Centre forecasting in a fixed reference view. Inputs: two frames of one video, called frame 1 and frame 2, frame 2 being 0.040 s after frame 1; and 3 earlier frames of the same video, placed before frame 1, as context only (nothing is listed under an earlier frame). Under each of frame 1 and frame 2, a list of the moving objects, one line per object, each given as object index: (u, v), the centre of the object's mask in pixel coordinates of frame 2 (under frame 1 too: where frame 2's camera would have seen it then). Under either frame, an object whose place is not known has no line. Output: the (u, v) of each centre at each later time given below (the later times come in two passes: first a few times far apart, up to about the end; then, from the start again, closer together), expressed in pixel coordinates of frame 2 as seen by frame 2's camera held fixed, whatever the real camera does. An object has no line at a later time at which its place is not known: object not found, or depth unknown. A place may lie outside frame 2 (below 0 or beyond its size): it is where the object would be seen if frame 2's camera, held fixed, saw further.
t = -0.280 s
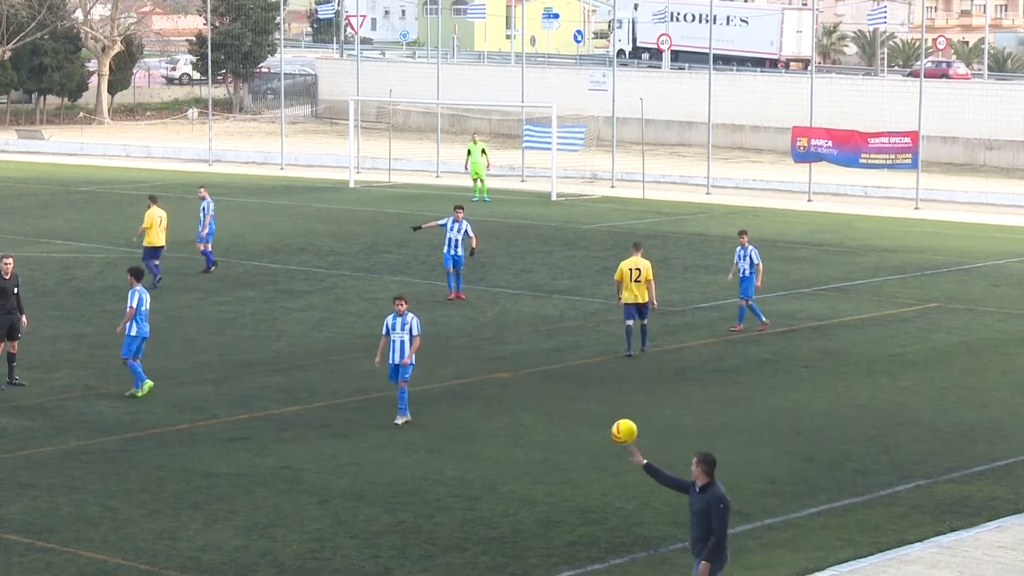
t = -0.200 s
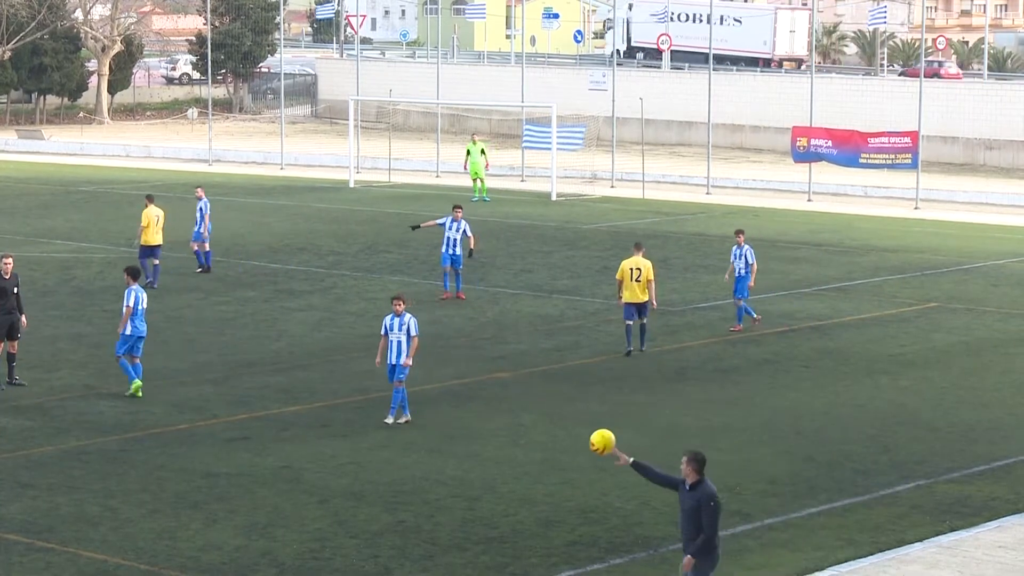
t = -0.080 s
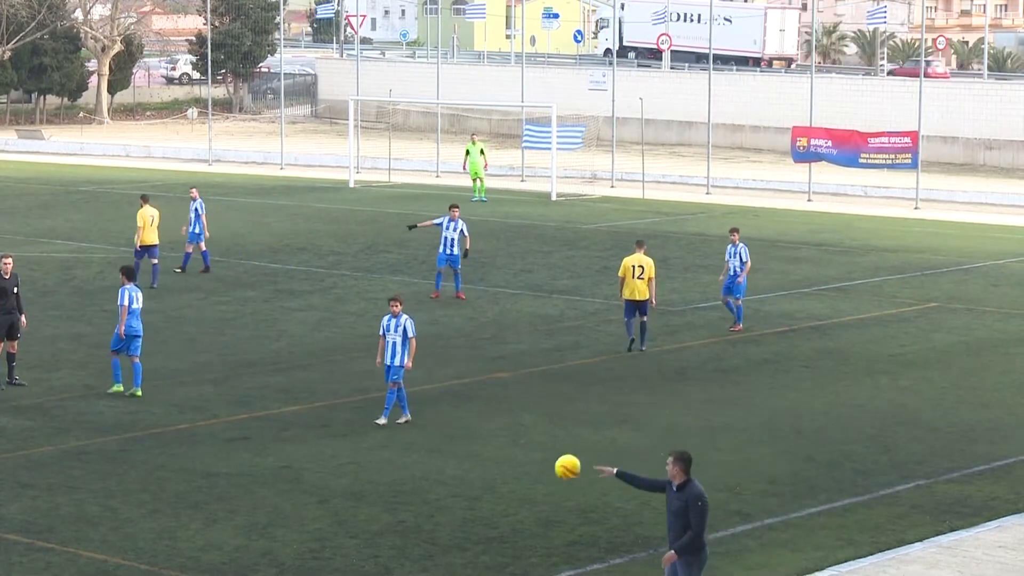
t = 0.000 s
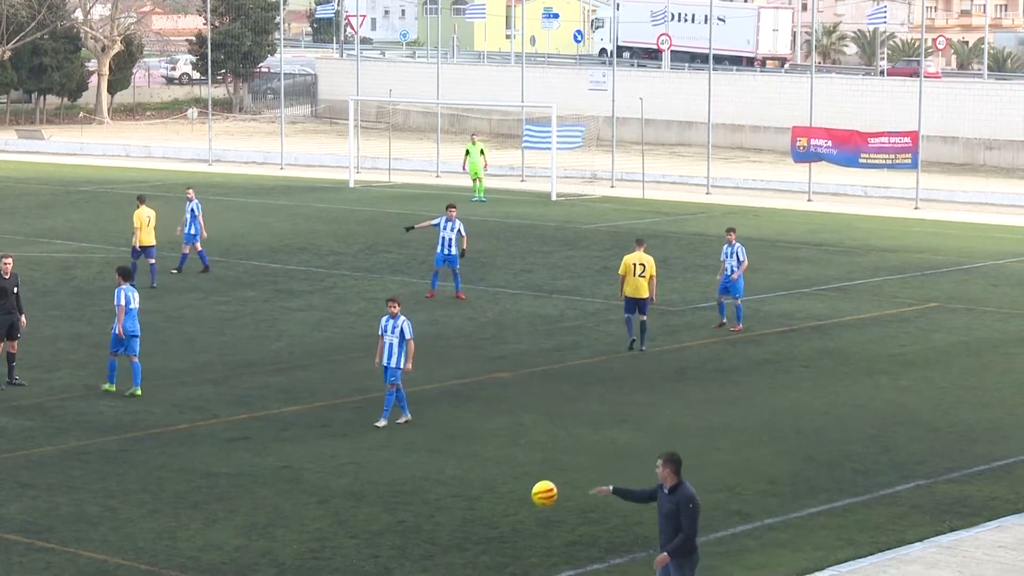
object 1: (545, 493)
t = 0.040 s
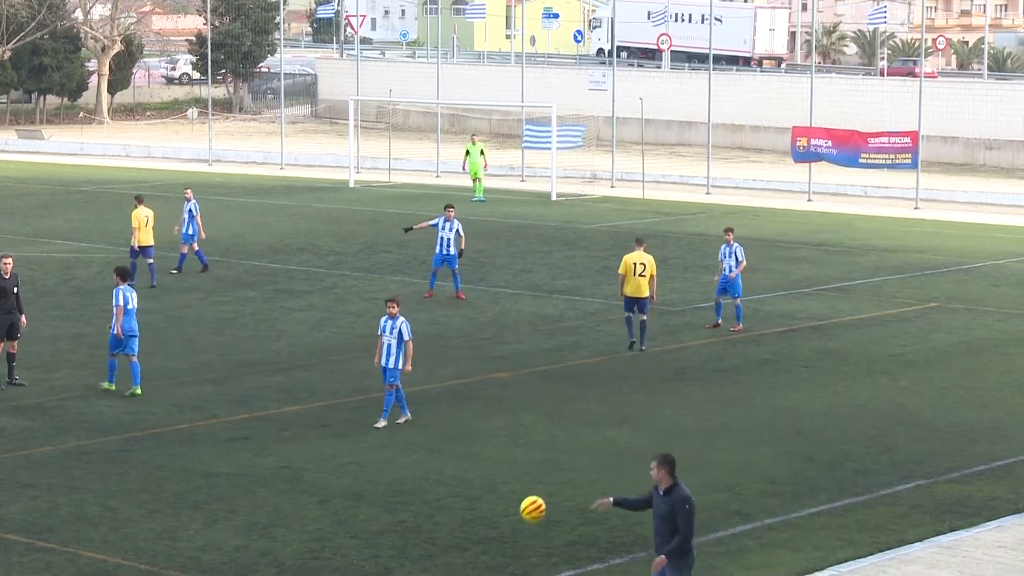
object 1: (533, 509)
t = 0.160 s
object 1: (498, 565)
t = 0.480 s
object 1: (421, 542)
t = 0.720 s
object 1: (365, 514)
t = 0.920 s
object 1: (318, 540)
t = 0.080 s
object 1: (521, 526)
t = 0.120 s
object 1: (510, 545)
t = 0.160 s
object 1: (498, 565)
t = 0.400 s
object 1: (439, 565)
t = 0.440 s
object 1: (430, 553)
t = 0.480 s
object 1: (421, 542)
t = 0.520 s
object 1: (411, 533)
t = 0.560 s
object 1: (402, 526)
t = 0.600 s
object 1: (393, 520)
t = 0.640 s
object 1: (383, 517)
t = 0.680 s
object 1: (374, 515)
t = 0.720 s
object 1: (365, 514)
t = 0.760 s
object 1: (356, 516)
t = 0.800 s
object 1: (346, 519)
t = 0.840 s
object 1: (337, 525)
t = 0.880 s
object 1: (327, 531)
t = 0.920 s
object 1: (318, 540)
